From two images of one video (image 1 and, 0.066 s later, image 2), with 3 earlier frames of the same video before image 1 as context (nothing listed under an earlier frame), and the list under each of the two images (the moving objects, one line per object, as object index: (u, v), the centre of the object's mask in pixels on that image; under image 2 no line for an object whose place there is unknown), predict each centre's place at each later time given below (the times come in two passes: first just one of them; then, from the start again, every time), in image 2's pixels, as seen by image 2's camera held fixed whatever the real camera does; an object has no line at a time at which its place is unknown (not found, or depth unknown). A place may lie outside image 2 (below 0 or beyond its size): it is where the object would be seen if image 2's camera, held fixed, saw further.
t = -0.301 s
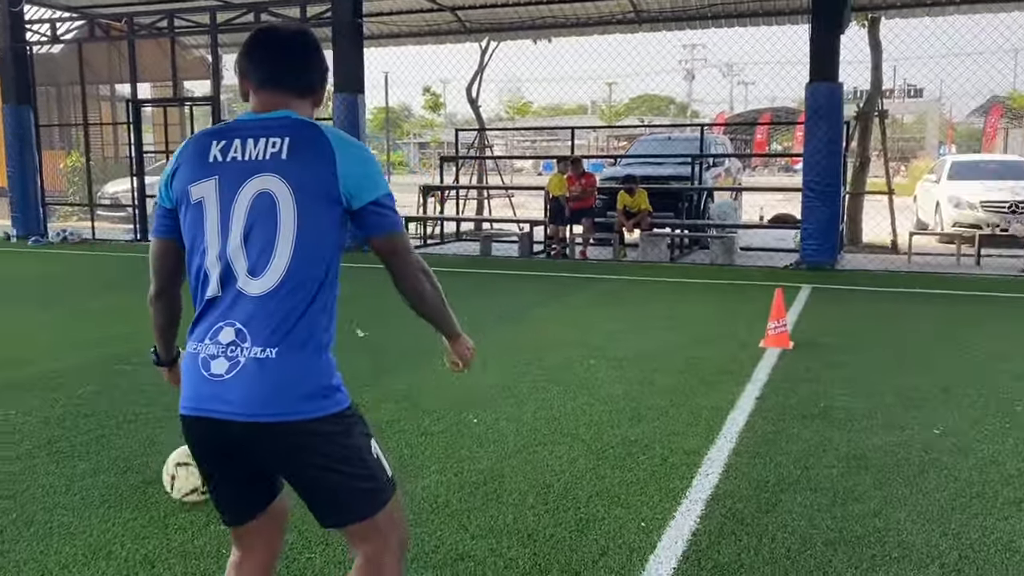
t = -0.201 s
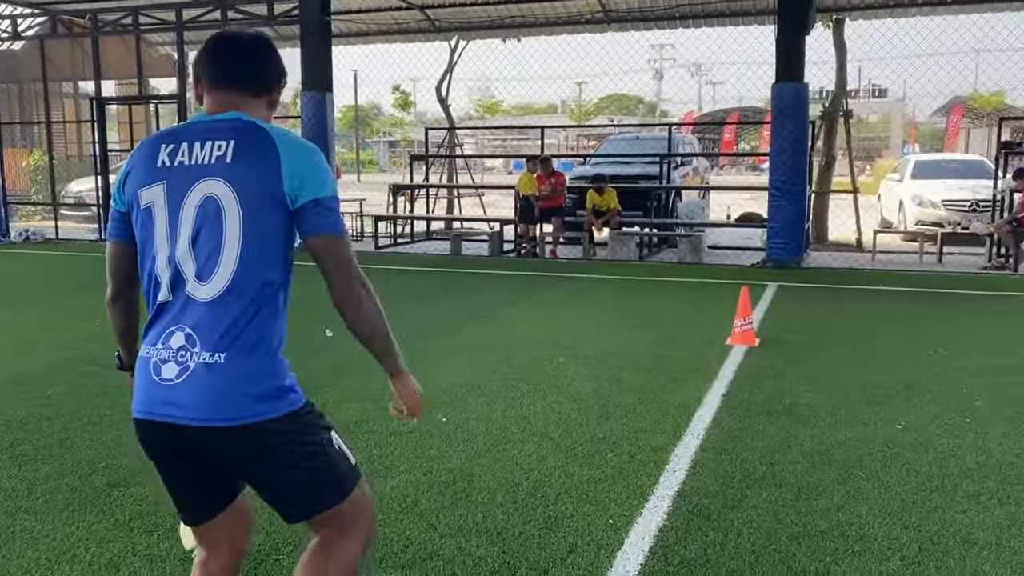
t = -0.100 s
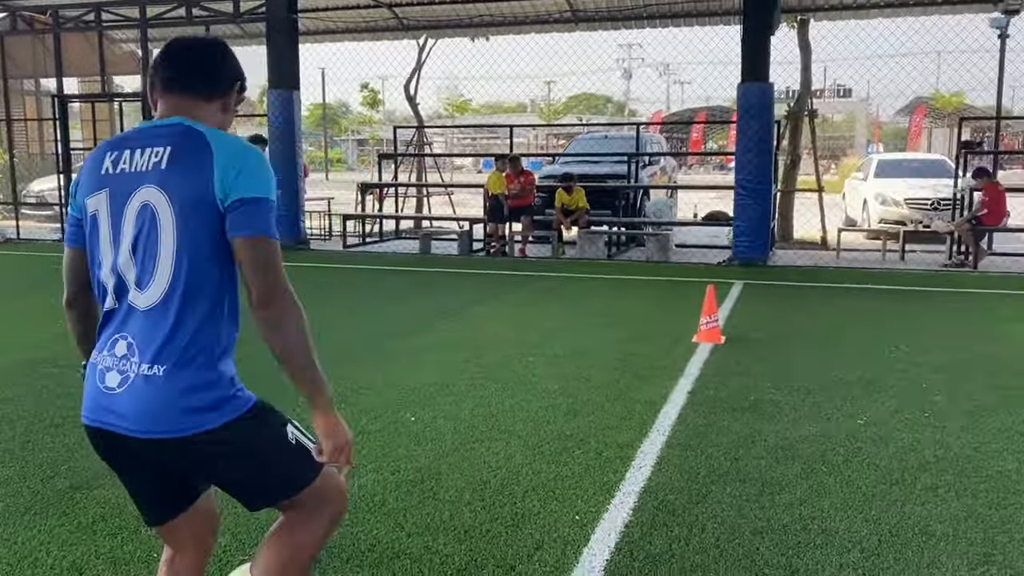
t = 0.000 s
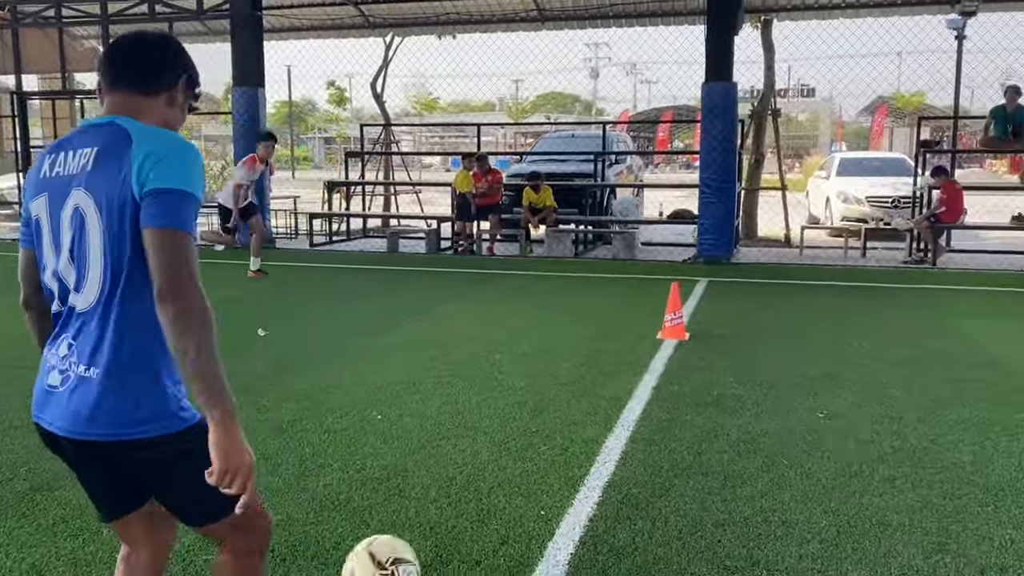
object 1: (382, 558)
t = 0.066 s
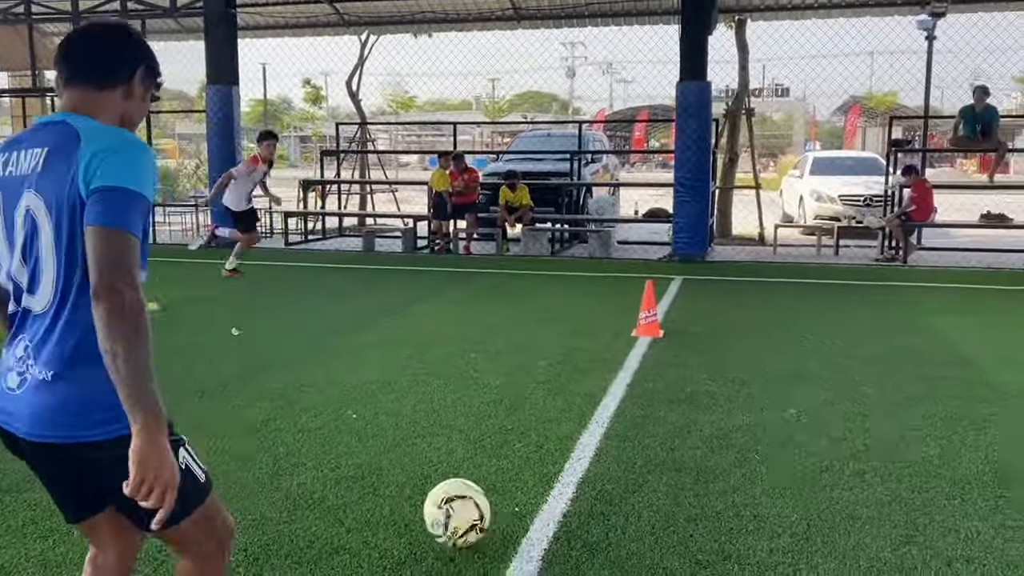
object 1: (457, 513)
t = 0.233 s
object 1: (613, 429)
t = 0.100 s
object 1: (497, 492)
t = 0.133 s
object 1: (531, 471)
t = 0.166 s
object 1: (561, 453)
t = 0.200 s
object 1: (588, 439)
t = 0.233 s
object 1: (613, 429)
